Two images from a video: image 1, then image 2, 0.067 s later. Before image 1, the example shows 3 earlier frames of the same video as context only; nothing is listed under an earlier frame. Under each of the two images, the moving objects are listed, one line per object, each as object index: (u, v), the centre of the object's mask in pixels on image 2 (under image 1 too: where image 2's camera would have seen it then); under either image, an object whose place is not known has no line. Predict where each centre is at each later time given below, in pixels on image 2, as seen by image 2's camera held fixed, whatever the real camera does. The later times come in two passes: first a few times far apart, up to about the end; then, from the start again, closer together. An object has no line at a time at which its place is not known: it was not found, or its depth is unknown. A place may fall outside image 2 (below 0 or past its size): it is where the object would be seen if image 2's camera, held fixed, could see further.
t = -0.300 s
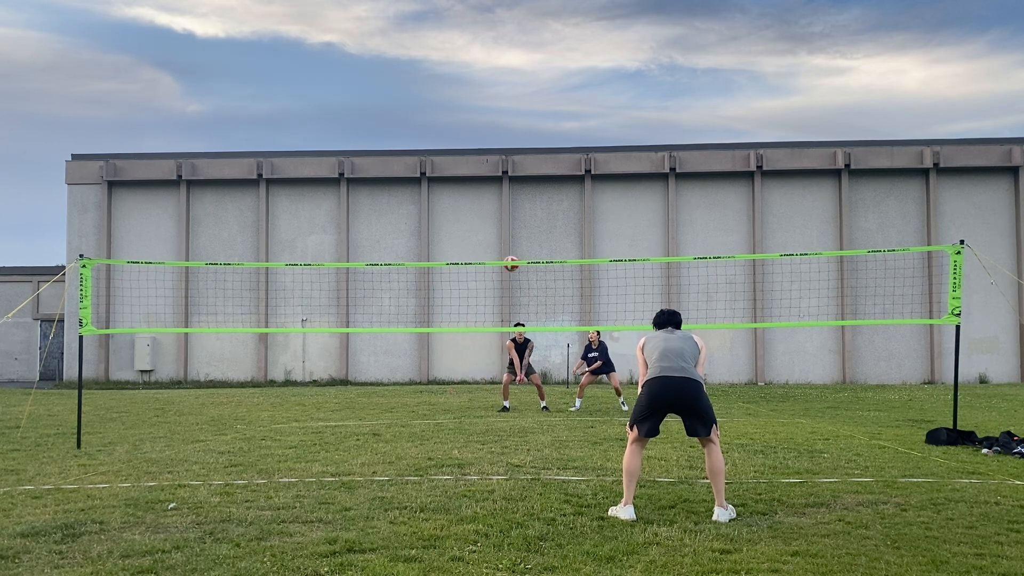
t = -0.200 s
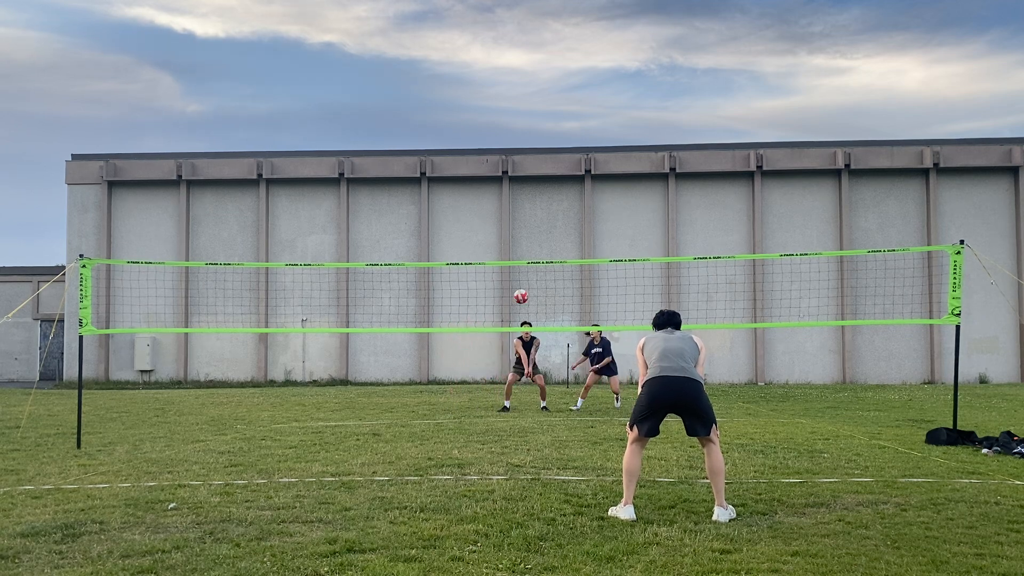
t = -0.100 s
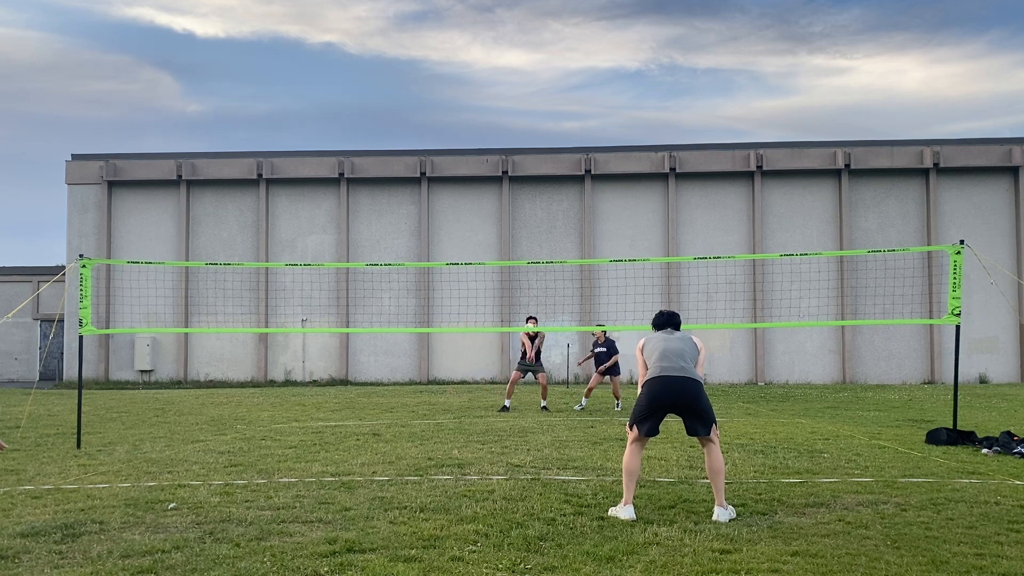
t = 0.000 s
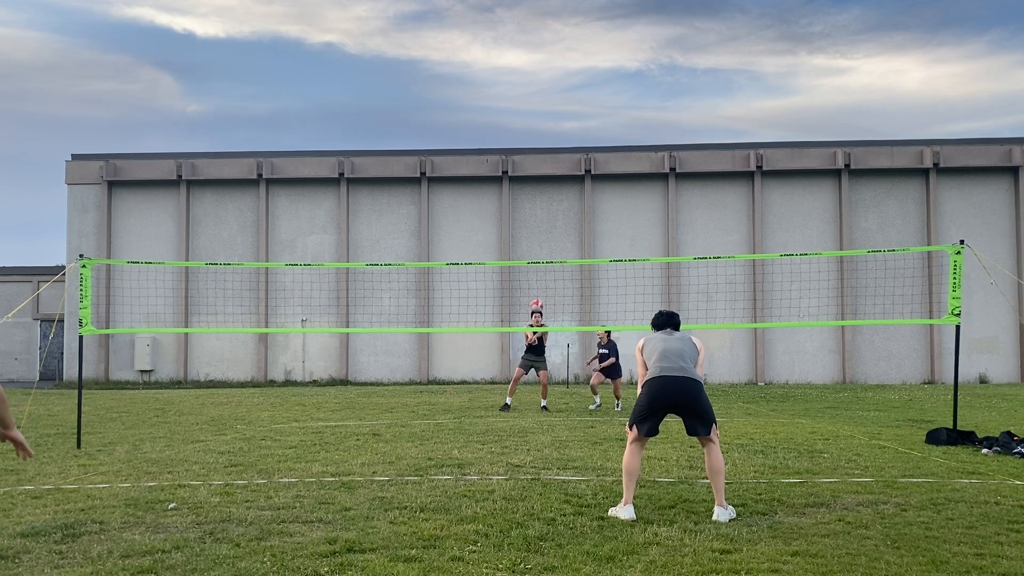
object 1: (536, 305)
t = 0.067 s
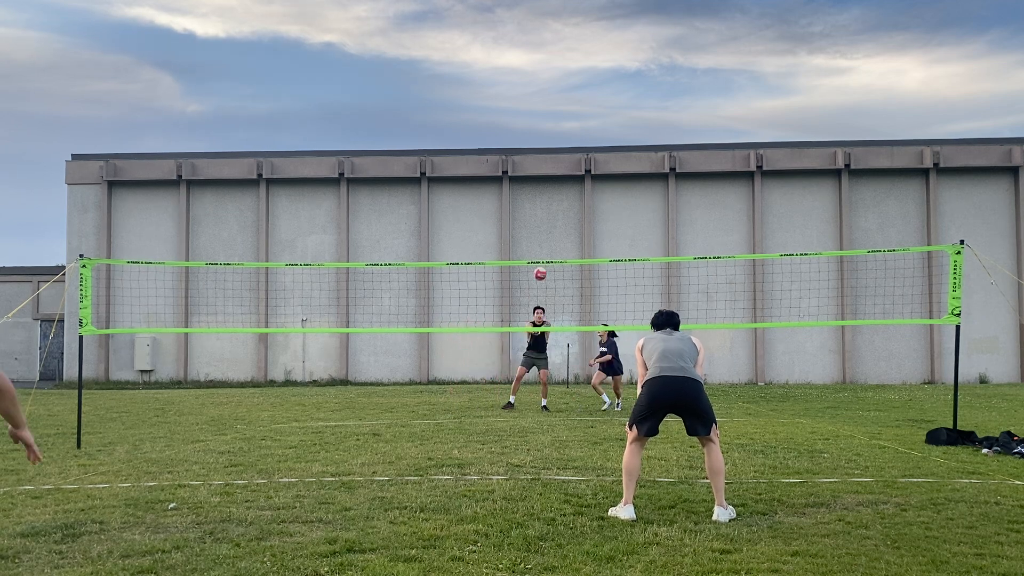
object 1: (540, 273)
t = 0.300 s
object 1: (551, 182)
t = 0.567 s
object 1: (567, 117)
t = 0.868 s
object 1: (585, 94)
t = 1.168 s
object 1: (604, 127)
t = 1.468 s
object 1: (625, 218)
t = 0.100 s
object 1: (540, 257)
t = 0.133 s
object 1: (543, 244)
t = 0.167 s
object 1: (545, 231)
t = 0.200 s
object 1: (546, 218)
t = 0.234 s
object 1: (548, 205)
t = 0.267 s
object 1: (550, 193)
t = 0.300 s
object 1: (551, 182)
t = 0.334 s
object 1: (553, 172)
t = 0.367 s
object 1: (555, 162)
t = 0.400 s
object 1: (557, 153)
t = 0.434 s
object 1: (559, 145)
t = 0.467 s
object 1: (561, 137)
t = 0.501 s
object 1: (563, 129)
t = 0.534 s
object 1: (565, 123)
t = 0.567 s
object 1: (567, 117)
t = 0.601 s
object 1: (569, 112)
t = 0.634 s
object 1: (571, 107)
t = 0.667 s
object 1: (573, 103)
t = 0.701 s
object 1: (575, 100)
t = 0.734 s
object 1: (577, 97)
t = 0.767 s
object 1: (579, 96)
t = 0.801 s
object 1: (581, 94)
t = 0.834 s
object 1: (583, 94)
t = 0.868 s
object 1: (585, 94)
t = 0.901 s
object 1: (587, 95)
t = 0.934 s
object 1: (589, 96)
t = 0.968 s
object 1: (591, 99)
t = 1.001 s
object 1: (593, 102)
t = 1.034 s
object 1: (596, 105)
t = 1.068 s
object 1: (598, 110)
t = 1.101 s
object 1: (600, 115)
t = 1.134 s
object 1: (602, 121)
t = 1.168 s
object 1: (604, 127)
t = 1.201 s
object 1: (606, 135)
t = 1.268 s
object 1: (611, 152)
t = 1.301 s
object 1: (613, 161)
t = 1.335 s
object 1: (615, 170)
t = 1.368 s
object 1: (617, 181)
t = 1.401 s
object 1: (620, 193)
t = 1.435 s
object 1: (622, 205)
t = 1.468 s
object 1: (625, 218)
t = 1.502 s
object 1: (626, 232)
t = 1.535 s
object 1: (629, 246)
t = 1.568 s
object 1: (631, 262)
